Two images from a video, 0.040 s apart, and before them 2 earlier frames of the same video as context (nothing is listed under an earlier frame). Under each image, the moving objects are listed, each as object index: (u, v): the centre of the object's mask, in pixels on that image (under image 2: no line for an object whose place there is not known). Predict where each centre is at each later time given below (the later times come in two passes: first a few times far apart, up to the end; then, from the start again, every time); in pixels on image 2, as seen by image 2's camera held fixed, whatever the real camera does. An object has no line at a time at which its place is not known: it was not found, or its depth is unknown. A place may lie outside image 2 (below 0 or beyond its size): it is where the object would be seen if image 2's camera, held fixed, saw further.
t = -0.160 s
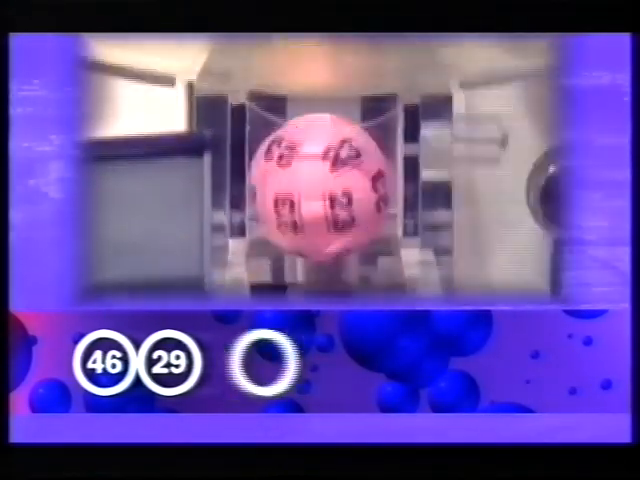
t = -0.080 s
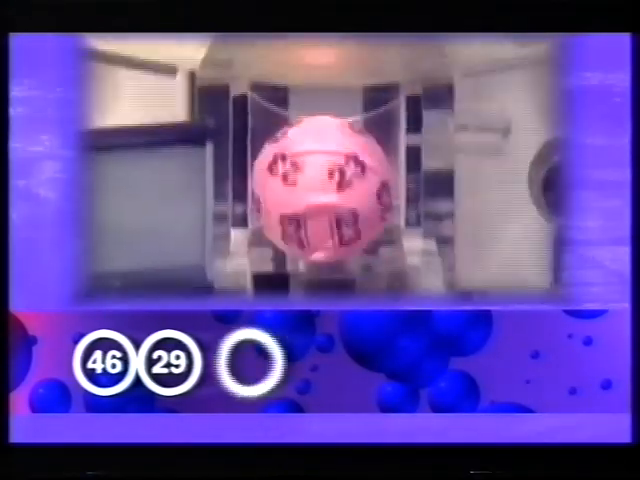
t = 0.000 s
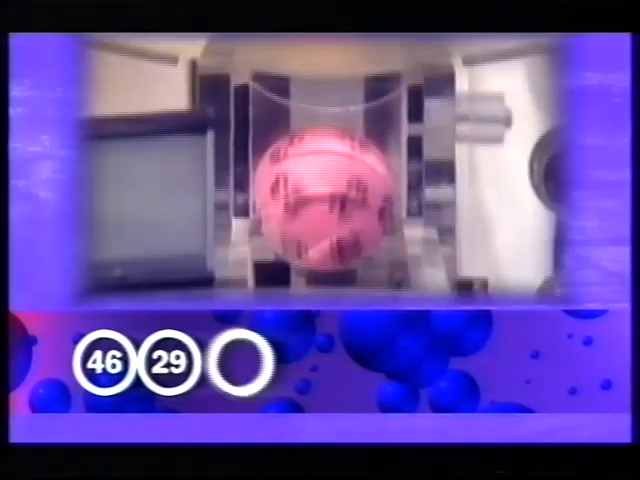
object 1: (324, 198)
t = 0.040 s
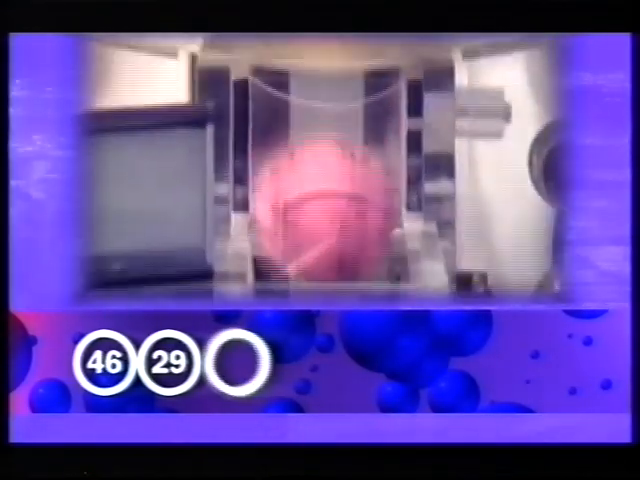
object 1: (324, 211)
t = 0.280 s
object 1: (343, 252)
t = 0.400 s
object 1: (322, 255)
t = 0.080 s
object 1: (318, 237)
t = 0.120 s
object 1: (324, 250)
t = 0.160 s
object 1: (327, 249)
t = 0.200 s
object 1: (332, 253)
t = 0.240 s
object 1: (337, 254)
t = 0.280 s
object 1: (343, 252)
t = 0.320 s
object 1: (346, 253)
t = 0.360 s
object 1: (346, 253)
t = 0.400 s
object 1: (322, 255)
